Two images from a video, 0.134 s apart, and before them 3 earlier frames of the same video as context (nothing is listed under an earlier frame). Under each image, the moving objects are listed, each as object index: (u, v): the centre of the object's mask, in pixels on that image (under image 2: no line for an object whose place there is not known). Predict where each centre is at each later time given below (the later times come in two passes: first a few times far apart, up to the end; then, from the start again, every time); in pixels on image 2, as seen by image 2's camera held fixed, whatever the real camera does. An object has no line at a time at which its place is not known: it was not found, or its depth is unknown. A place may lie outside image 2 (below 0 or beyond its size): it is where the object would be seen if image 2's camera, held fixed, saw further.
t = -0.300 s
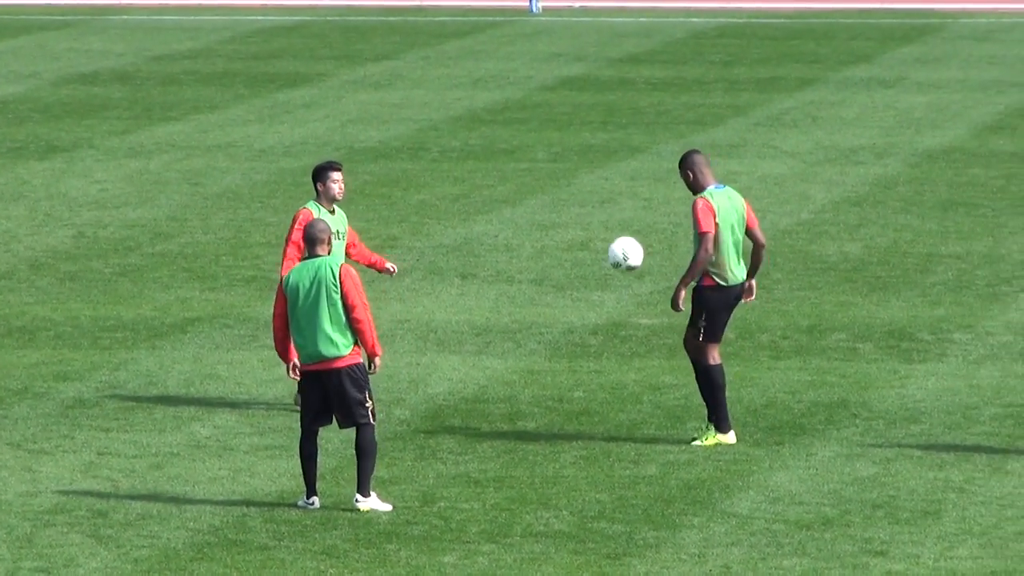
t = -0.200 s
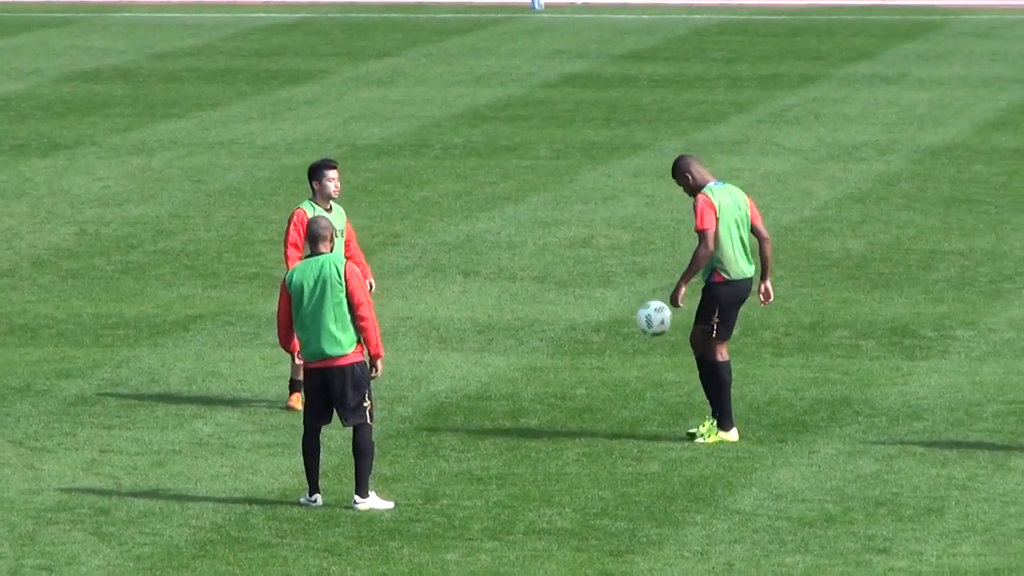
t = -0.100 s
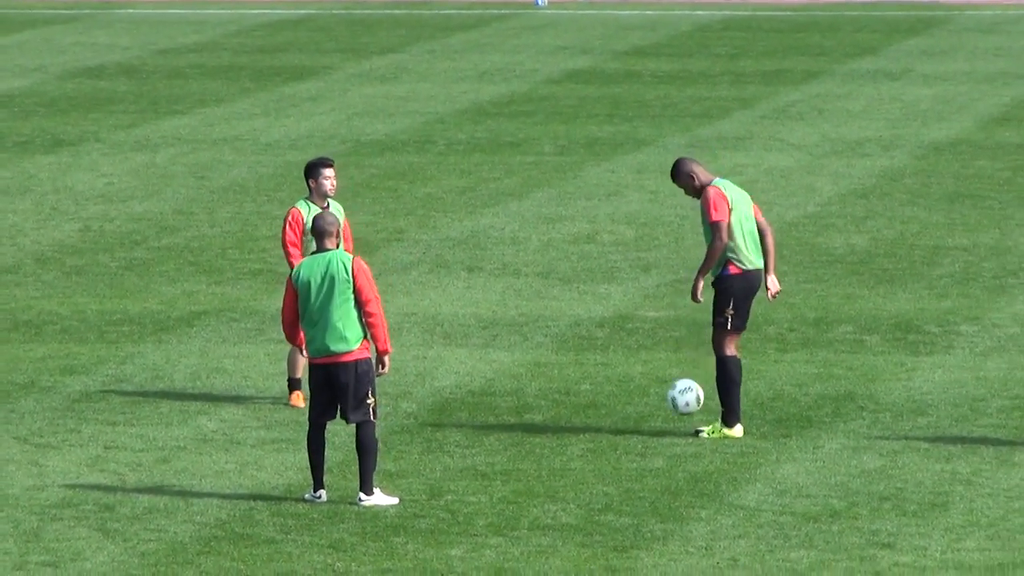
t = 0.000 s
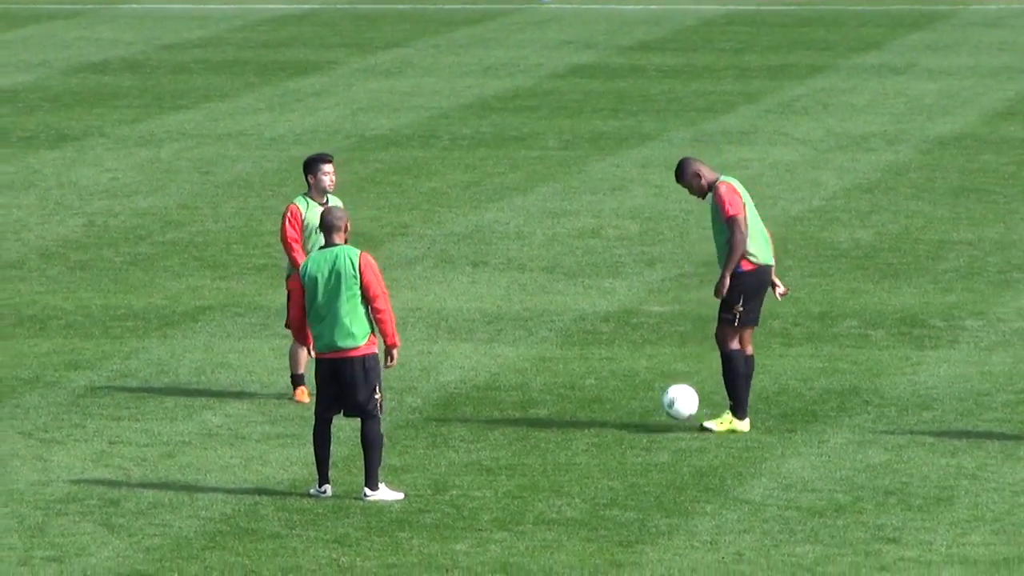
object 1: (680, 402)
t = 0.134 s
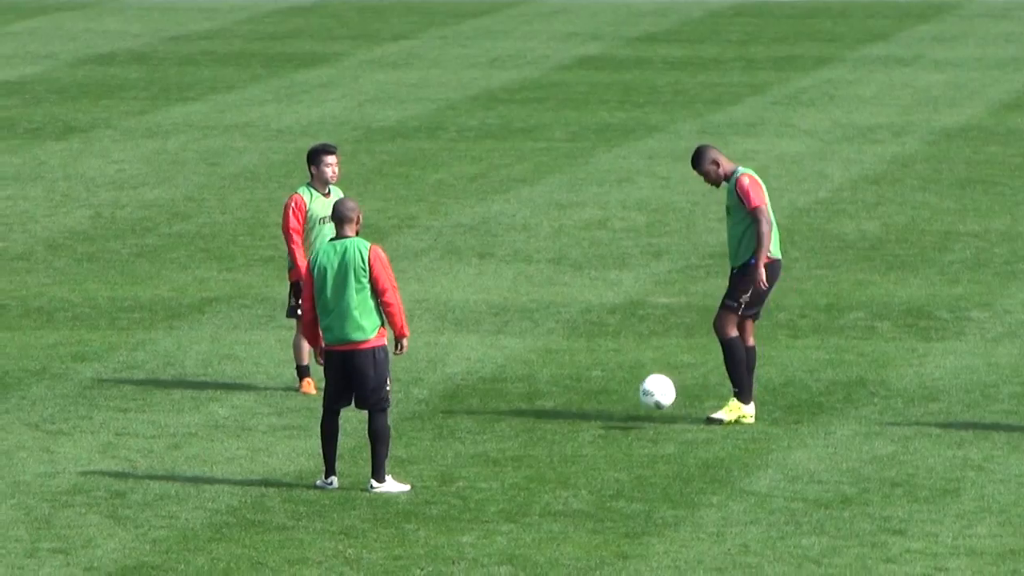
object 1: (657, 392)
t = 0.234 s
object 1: (634, 408)
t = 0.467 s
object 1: (583, 430)
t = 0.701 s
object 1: (533, 439)
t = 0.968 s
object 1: (479, 451)
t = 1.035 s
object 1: (466, 453)
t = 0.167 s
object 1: (650, 395)
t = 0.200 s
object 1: (642, 402)
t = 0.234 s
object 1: (634, 408)
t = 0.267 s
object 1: (627, 418)
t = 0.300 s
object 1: (619, 421)
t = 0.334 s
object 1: (612, 419)
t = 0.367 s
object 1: (605, 420)
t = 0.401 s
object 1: (597, 422)
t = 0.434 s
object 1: (590, 425)
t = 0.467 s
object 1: (583, 430)
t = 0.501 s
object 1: (576, 430)
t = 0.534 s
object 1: (569, 432)
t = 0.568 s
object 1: (561, 434)
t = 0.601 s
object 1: (555, 435)
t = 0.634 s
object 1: (547, 437)
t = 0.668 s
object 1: (540, 438)
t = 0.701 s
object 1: (533, 439)
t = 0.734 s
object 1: (526, 442)
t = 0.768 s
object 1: (520, 441)
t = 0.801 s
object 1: (513, 443)
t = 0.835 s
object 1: (506, 445)
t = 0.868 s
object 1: (499, 448)
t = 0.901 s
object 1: (492, 448)
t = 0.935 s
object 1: (485, 448)
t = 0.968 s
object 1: (479, 451)
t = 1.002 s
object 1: (473, 452)
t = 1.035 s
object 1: (466, 453)
